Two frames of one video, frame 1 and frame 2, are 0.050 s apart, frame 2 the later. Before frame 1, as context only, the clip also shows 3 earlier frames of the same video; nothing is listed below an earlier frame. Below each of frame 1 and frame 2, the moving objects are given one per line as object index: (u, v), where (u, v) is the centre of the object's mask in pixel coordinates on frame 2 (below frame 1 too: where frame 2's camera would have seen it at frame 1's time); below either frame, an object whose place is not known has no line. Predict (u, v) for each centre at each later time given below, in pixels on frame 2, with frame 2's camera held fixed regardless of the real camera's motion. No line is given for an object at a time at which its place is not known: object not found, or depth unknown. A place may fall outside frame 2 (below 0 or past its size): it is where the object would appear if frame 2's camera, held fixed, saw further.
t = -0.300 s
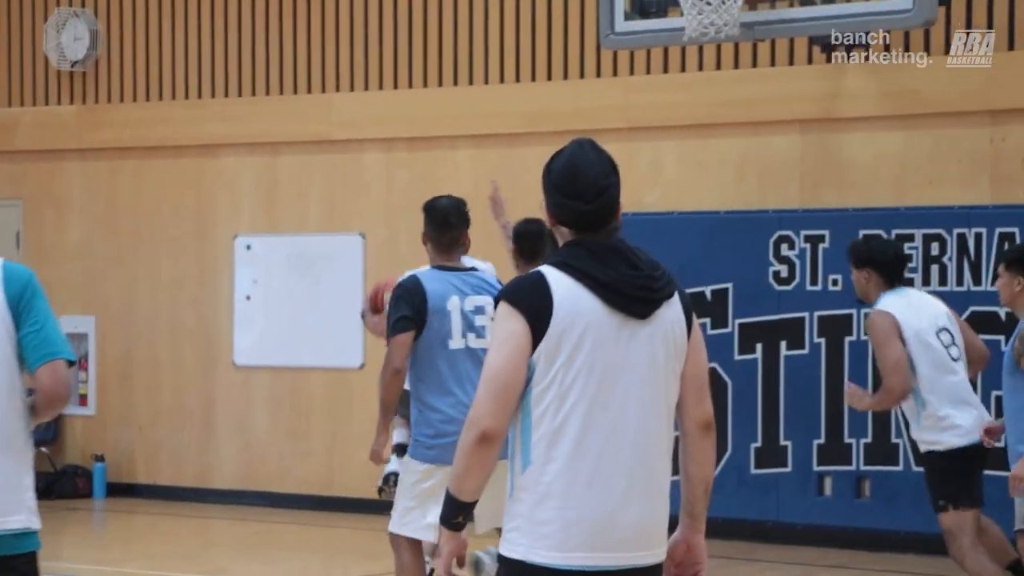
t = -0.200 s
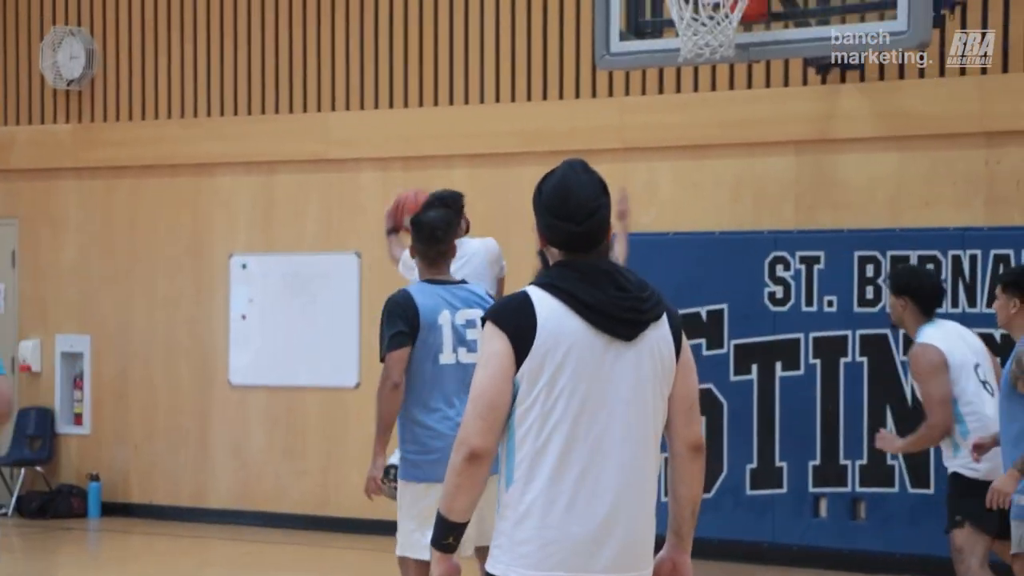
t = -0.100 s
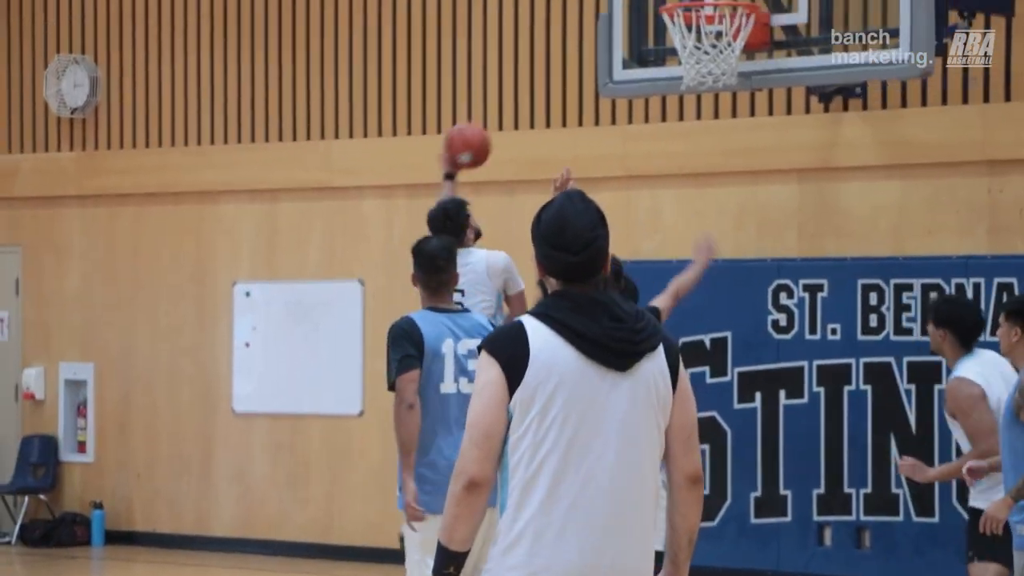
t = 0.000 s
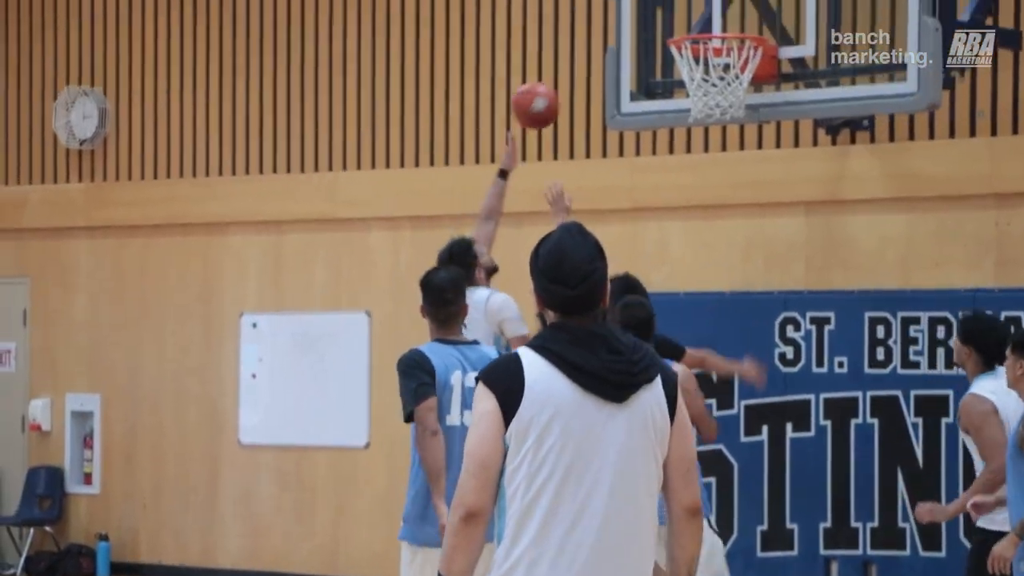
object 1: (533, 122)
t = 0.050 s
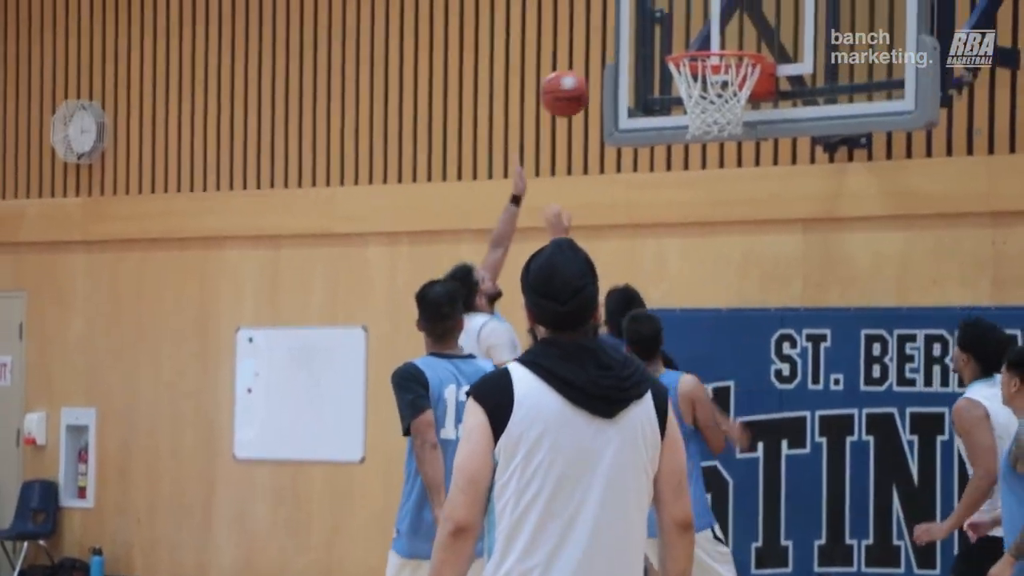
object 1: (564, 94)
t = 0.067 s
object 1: (574, 85)
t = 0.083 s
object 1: (585, 77)
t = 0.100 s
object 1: (595, 70)
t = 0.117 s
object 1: (605, 63)
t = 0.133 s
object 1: (616, 56)
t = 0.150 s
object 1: (626, 50)
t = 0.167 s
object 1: (637, 45)
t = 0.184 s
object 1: (648, 41)
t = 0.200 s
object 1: (657, 36)
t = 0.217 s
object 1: (667, 33)
